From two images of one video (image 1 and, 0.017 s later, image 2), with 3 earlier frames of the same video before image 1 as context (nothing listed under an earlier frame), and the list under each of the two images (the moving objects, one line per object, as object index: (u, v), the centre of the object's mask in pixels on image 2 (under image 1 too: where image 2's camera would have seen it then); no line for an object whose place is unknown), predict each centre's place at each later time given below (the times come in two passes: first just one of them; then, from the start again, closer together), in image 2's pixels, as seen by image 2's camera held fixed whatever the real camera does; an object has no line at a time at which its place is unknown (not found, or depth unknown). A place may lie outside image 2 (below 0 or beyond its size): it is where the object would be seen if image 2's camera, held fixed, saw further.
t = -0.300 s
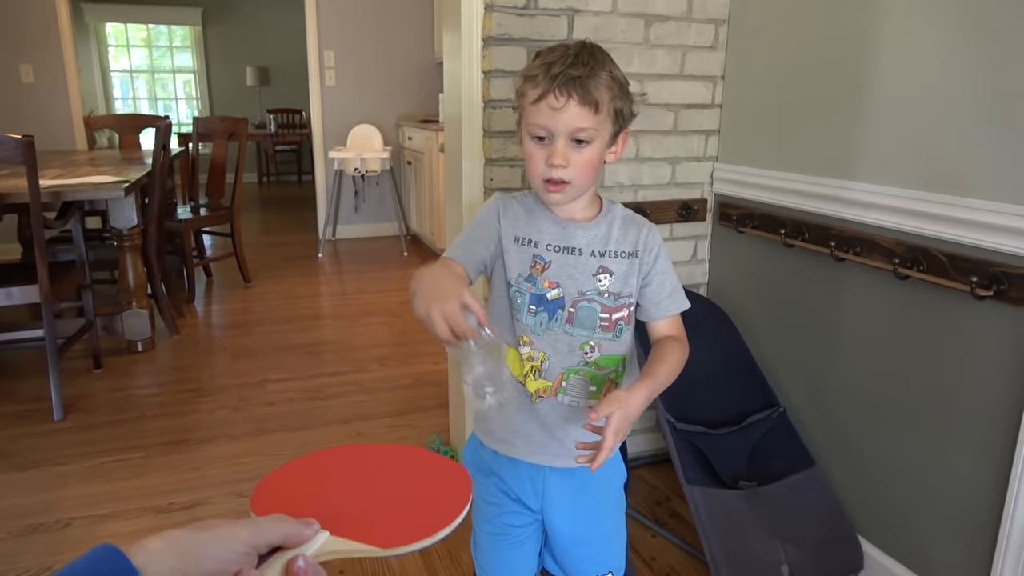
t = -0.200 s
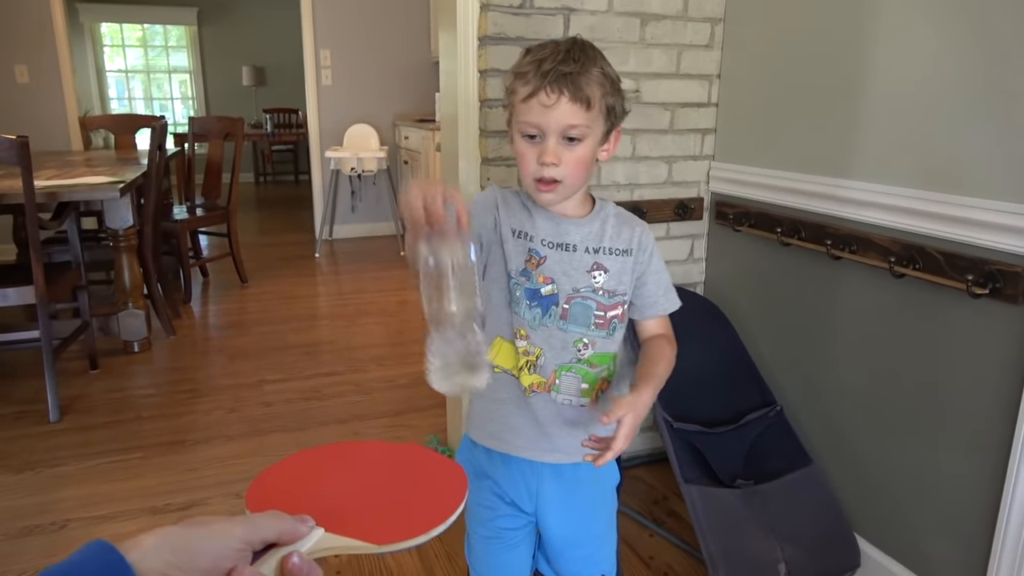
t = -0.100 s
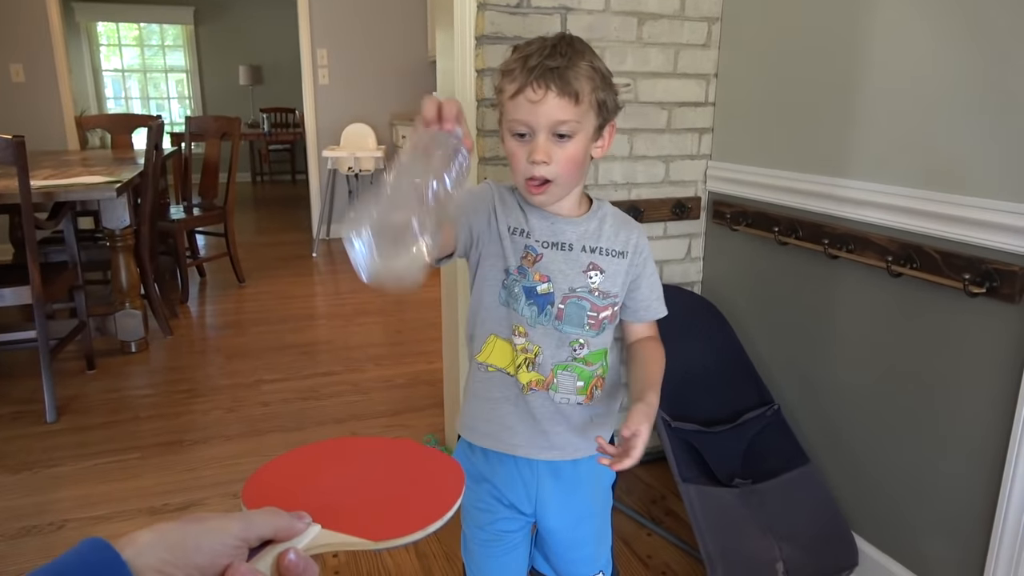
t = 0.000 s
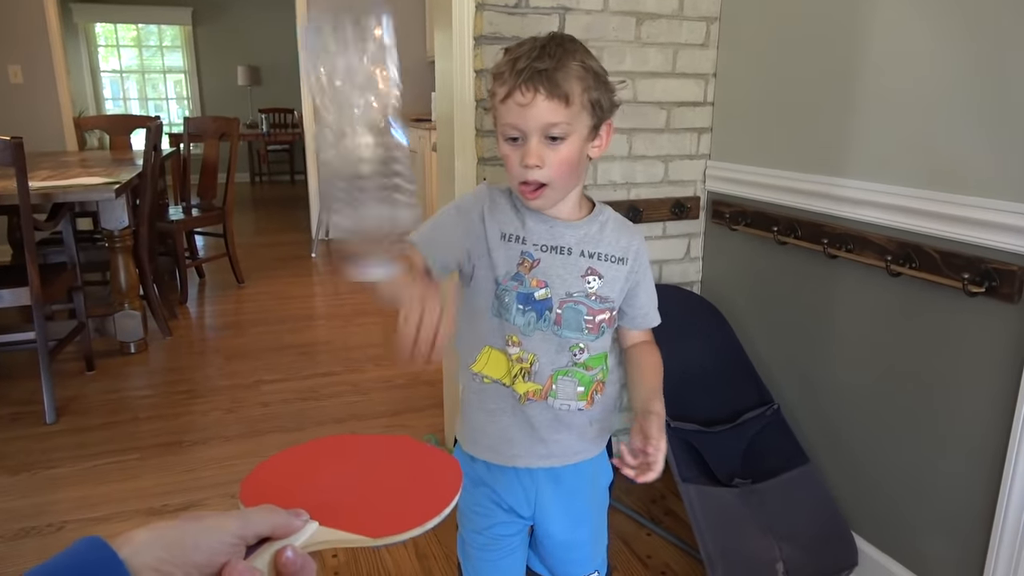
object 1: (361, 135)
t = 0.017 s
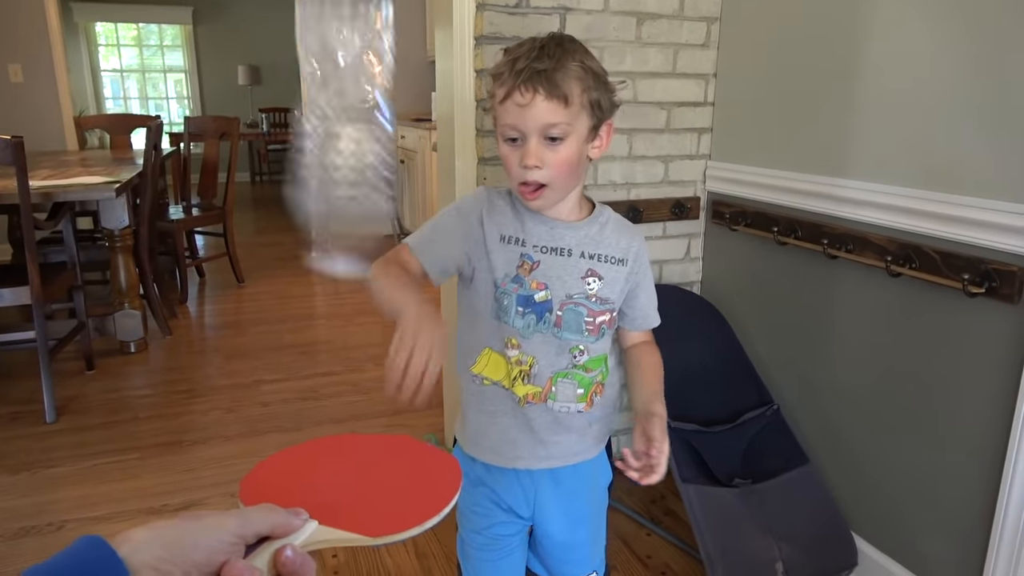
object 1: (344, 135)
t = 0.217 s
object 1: (252, 118)
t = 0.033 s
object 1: (322, 127)
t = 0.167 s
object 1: (283, 58)
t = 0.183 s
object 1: (272, 74)
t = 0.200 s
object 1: (261, 96)
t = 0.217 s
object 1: (252, 118)
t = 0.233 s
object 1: (242, 144)
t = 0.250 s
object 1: (234, 178)
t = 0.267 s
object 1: (235, 242)
